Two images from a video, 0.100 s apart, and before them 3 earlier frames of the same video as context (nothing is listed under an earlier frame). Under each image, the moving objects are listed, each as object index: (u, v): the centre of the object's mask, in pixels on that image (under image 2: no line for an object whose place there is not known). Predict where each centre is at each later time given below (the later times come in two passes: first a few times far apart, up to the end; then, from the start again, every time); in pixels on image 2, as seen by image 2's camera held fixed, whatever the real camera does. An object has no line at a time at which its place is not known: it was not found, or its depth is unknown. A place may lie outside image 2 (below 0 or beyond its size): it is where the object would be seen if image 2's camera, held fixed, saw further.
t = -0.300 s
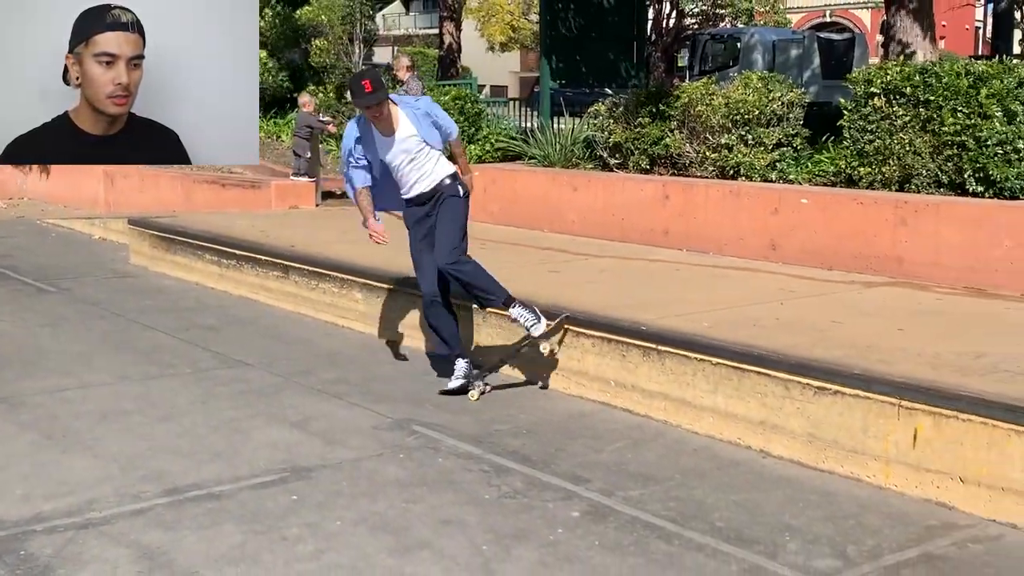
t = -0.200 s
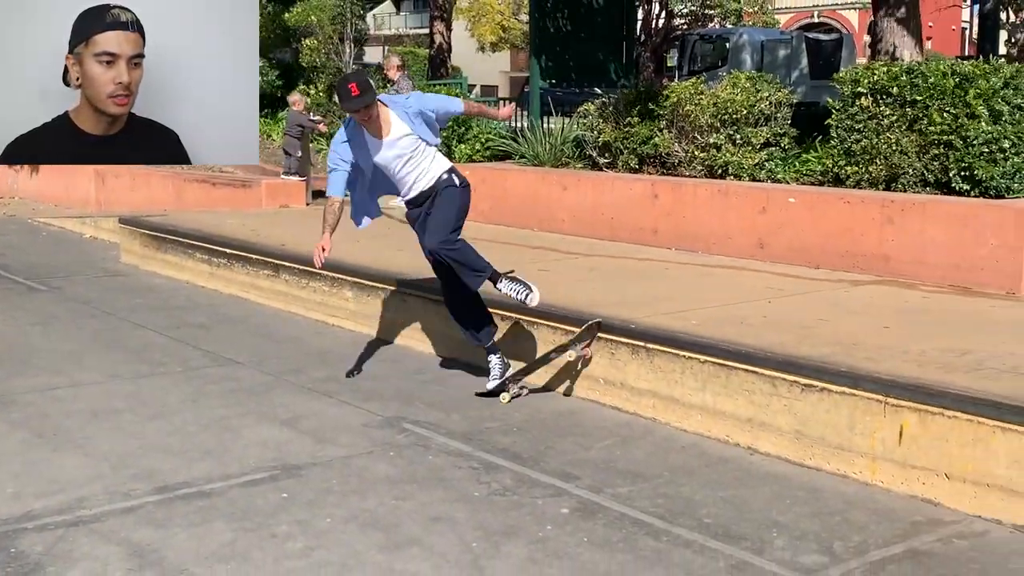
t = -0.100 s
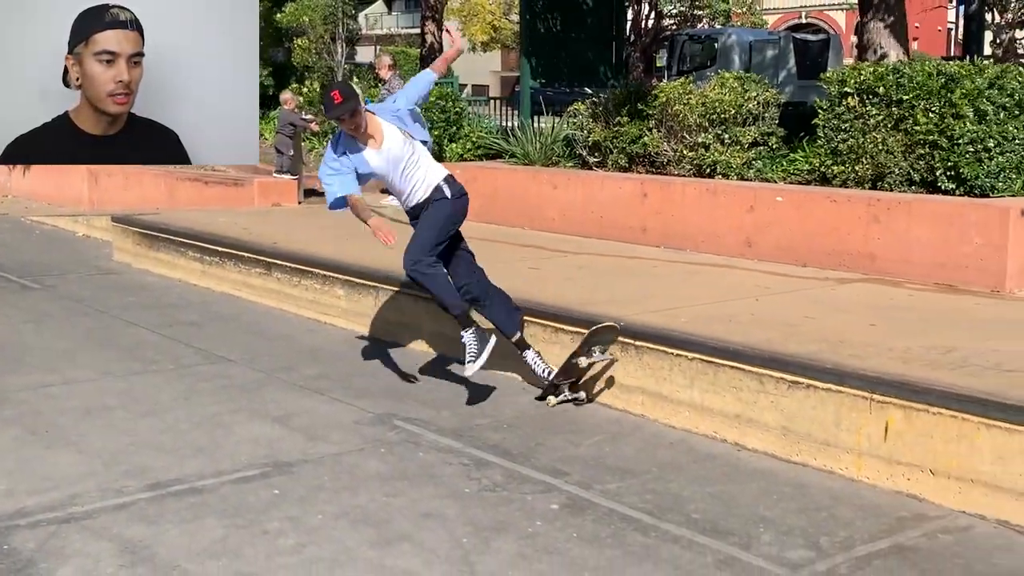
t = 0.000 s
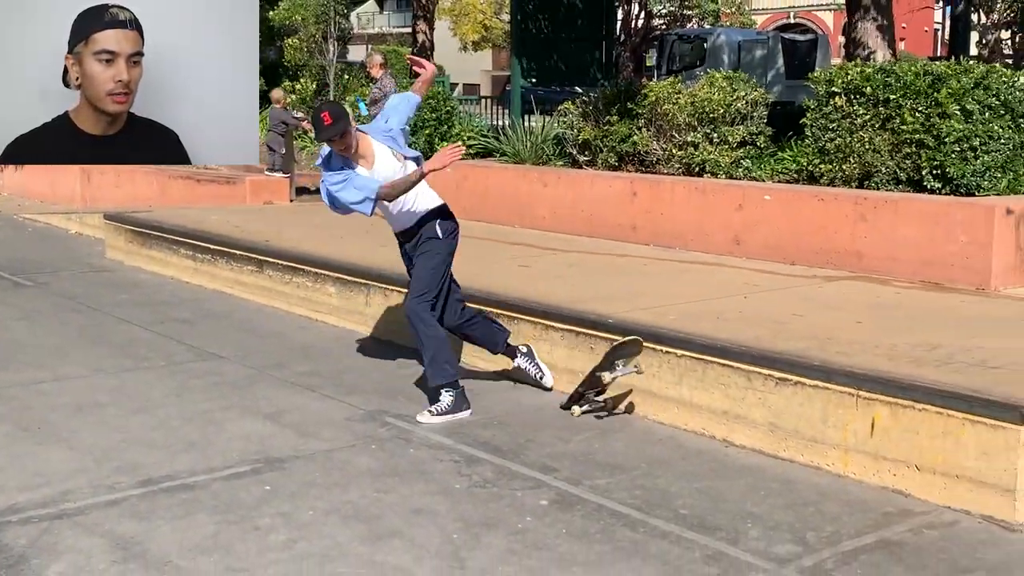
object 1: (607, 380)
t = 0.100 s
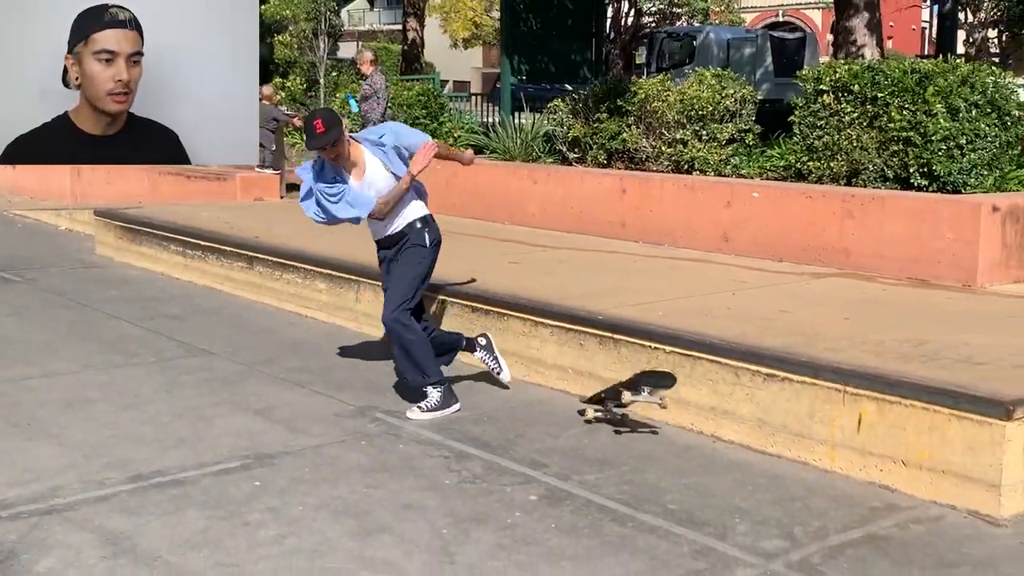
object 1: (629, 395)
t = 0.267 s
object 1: (676, 444)
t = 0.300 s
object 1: (687, 449)
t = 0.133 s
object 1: (642, 405)
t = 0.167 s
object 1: (650, 417)
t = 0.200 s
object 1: (657, 429)
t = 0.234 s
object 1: (666, 439)
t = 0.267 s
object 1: (676, 444)
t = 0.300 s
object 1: (687, 449)
